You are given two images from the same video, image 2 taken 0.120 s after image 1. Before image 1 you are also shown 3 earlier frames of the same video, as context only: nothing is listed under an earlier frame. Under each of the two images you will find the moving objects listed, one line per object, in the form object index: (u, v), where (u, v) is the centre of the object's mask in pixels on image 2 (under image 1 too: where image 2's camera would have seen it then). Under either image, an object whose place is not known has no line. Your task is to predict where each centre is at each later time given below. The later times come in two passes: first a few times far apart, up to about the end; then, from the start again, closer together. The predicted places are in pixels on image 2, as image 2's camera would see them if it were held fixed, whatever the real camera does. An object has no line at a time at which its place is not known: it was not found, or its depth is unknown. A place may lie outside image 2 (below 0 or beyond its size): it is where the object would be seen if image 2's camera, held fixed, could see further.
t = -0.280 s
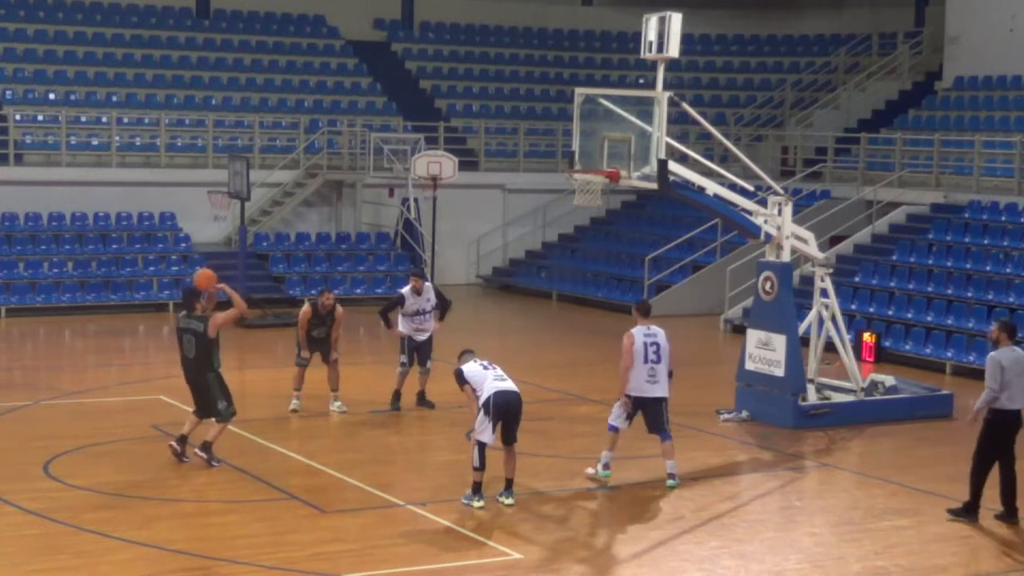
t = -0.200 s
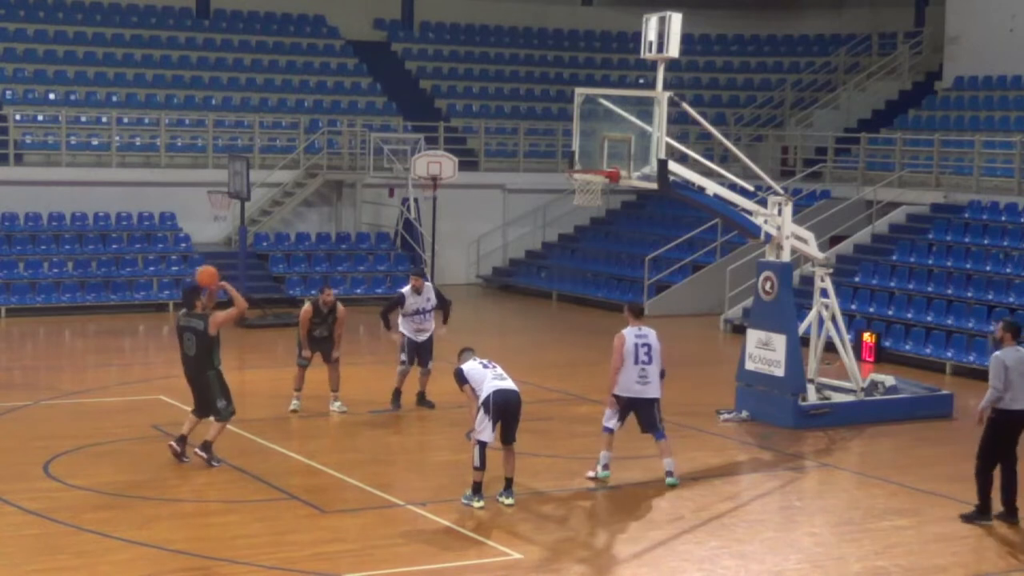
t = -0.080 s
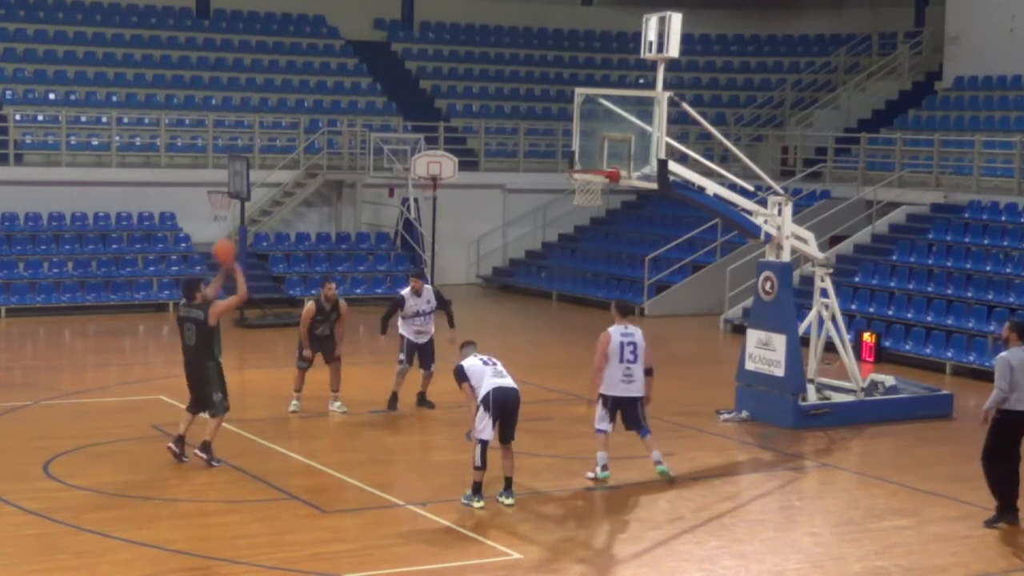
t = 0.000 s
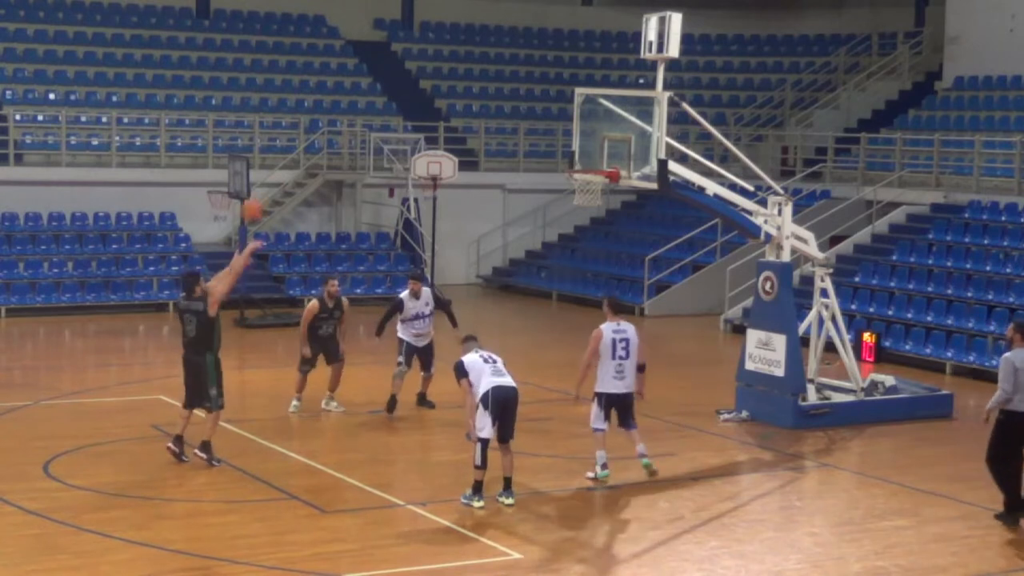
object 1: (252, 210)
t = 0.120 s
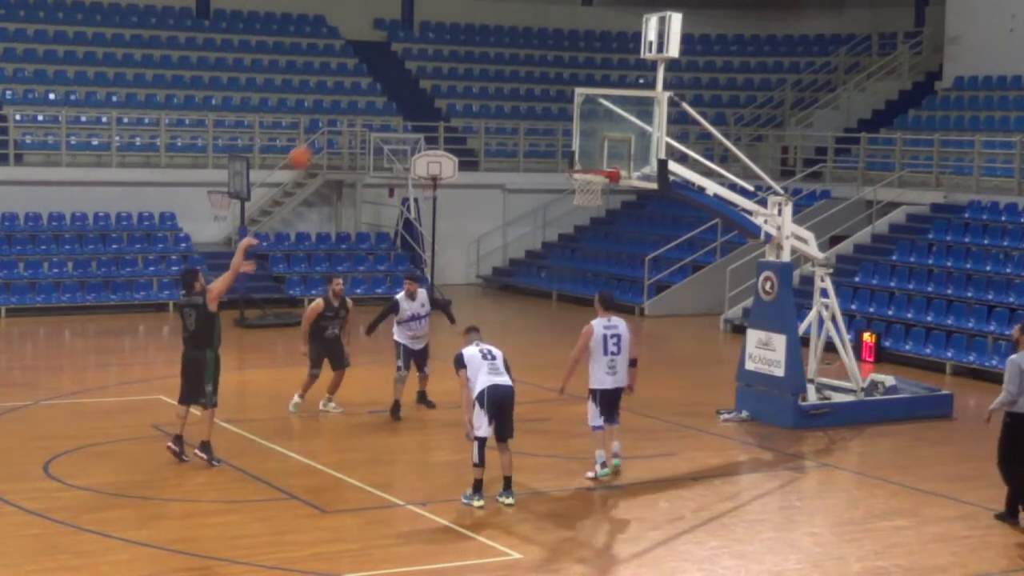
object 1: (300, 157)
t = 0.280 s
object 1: (361, 110)
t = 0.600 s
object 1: (473, 90)
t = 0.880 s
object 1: (561, 145)
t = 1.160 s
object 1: (606, 199)
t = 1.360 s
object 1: (621, 247)
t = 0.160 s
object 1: (315, 144)
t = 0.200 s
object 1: (331, 130)
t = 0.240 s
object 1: (346, 119)
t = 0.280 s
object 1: (361, 110)
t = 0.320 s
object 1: (376, 103)
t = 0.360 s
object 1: (390, 97)
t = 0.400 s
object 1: (404, 92)
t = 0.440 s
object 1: (419, 89)
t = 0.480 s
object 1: (432, 87)
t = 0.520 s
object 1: (447, 87)
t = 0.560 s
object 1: (460, 88)
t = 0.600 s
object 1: (473, 90)
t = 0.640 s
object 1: (486, 93)
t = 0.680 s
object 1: (499, 99)
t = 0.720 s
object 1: (513, 106)
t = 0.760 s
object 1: (525, 114)
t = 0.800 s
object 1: (538, 124)
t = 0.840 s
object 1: (550, 134)
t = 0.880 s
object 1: (561, 145)
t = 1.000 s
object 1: (593, 186)
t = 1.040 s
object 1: (599, 188)
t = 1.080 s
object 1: (602, 191)
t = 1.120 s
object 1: (604, 194)
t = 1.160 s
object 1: (606, 199)
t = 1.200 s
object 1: (610, 207)
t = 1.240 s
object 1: (613, 215)
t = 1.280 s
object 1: (615, 225)
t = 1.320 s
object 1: (618, 236)
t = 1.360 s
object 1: (621, 247)
